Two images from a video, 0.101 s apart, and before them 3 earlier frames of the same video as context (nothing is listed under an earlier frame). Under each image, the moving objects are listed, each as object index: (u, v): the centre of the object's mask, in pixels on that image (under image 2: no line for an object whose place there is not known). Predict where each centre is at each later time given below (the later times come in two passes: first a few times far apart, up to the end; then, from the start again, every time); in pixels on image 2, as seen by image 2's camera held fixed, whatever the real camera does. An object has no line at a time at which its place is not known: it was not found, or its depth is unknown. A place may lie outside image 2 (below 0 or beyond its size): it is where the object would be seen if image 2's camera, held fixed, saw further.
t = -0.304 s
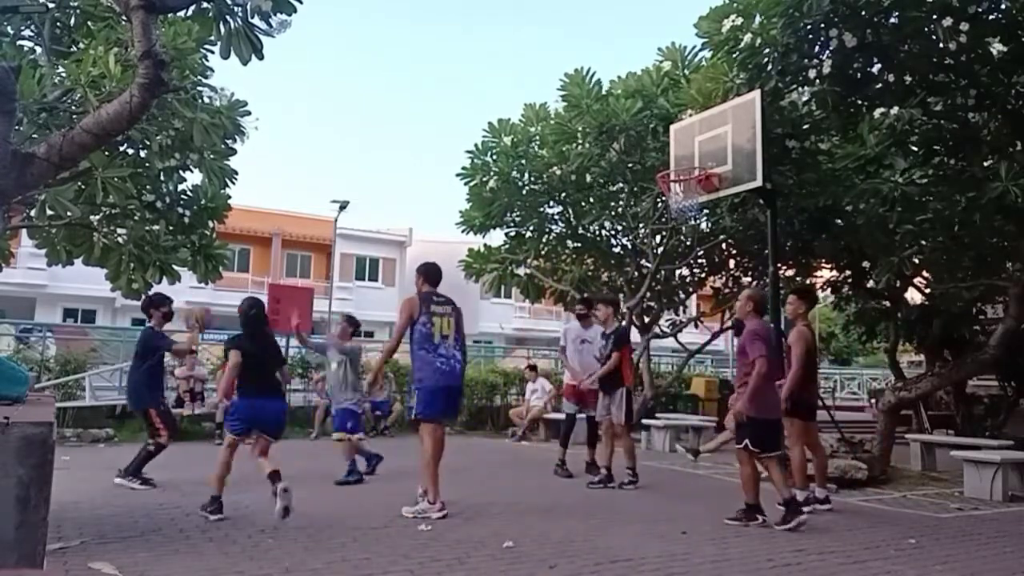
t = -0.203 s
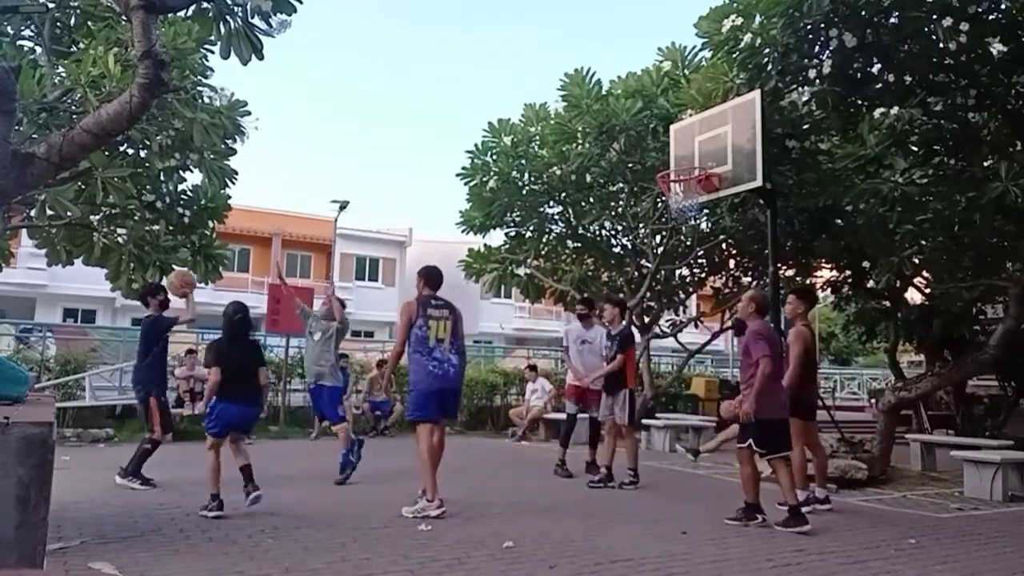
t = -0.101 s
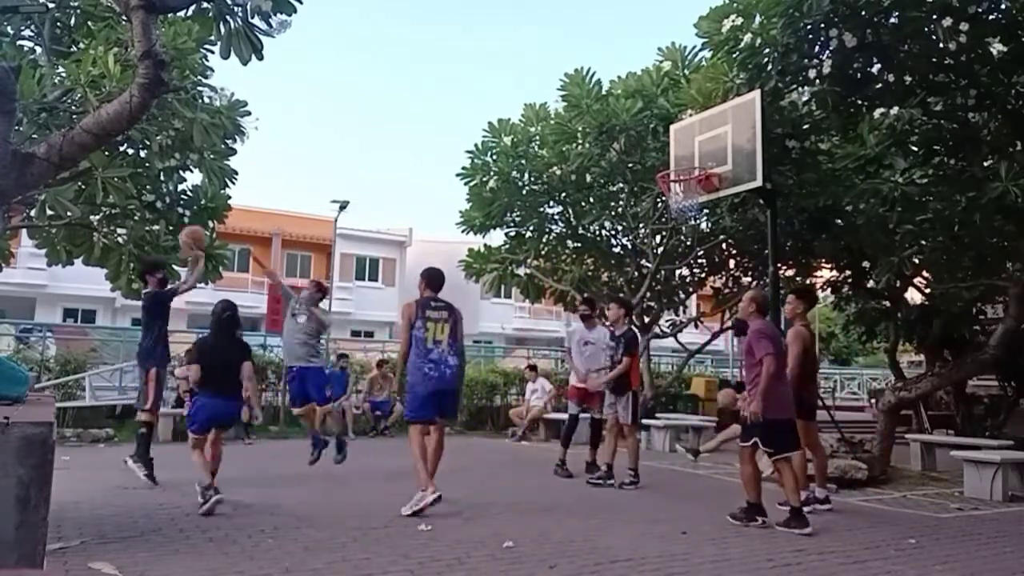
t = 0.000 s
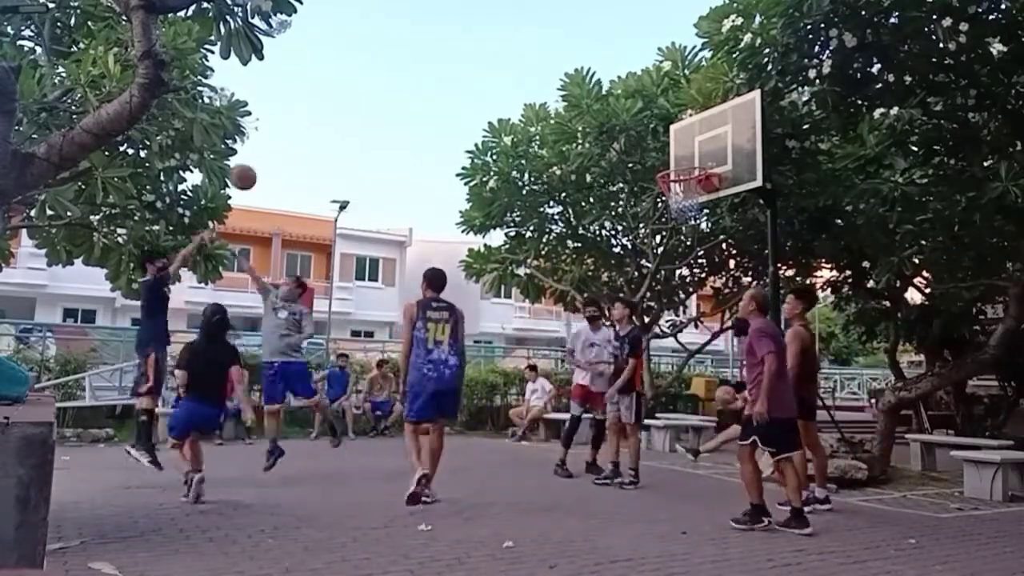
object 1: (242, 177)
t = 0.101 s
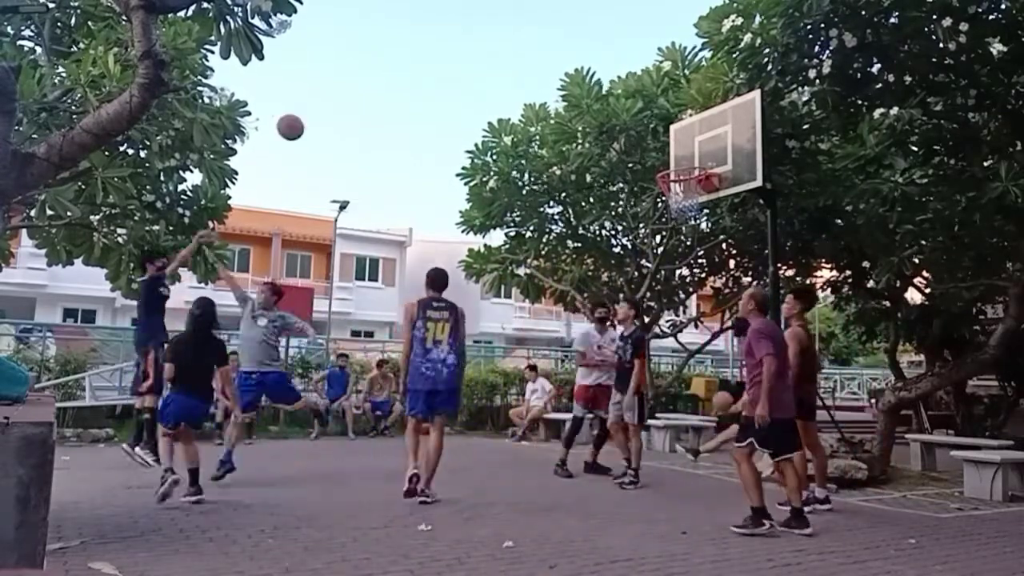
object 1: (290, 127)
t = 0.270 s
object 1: (364, 72)
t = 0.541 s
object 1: (471, 46)
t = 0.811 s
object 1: (568, 91)
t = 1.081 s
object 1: (647, 199)
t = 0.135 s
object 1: (305, 113)
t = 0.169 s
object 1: (320, 101)
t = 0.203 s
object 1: (335, 90)
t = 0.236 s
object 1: (350, 80)
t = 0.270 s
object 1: (364, 72)
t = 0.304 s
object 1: (378, 64)
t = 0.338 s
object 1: (392, 58)
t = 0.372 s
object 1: (406, 53)
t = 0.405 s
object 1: (419, 49)
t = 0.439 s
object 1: (432, 47)
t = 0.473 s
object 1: (445, 45)
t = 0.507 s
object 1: (459, 45)
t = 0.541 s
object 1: (471, 46)
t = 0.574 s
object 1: (484, 48)
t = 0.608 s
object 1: (497, 51)
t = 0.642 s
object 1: (509, 55)
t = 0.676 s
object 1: (521, 60)
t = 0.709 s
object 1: (534, 66)
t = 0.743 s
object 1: (545, 74)
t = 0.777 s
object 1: (557, 82)
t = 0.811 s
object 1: (568, 91)
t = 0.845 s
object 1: (580, 101)
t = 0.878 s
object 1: (592, 112)
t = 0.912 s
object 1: (604, 128)
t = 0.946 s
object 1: (615, 140)
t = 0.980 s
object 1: (626, 153)
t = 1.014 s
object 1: (637, 169)
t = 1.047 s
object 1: (647, 185)
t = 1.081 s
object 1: (647, 199)
